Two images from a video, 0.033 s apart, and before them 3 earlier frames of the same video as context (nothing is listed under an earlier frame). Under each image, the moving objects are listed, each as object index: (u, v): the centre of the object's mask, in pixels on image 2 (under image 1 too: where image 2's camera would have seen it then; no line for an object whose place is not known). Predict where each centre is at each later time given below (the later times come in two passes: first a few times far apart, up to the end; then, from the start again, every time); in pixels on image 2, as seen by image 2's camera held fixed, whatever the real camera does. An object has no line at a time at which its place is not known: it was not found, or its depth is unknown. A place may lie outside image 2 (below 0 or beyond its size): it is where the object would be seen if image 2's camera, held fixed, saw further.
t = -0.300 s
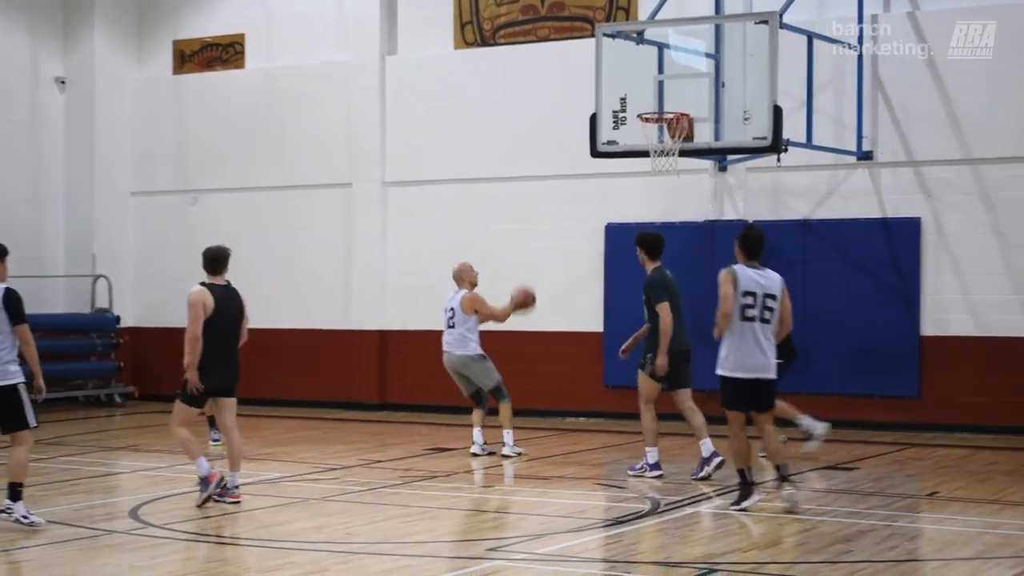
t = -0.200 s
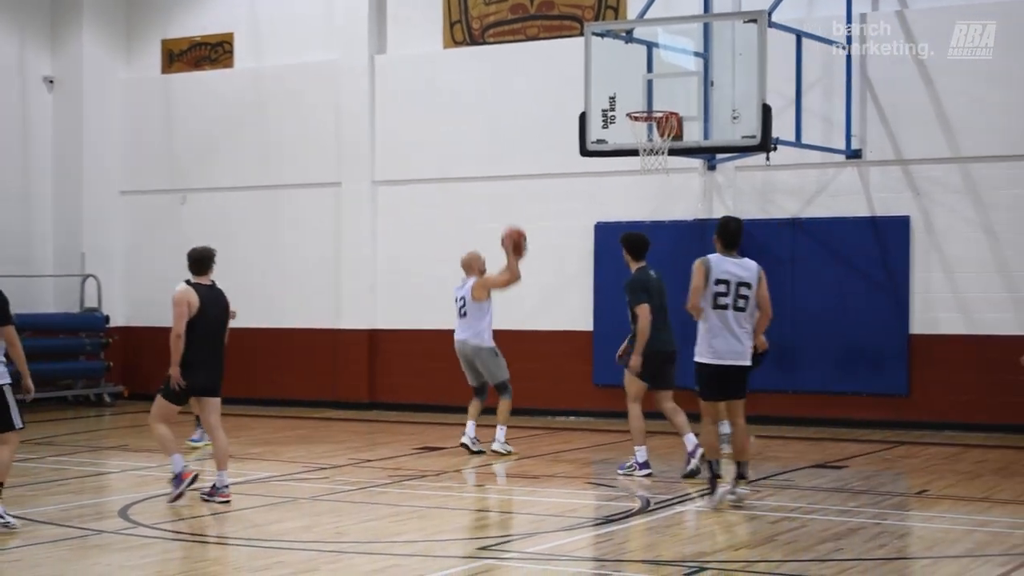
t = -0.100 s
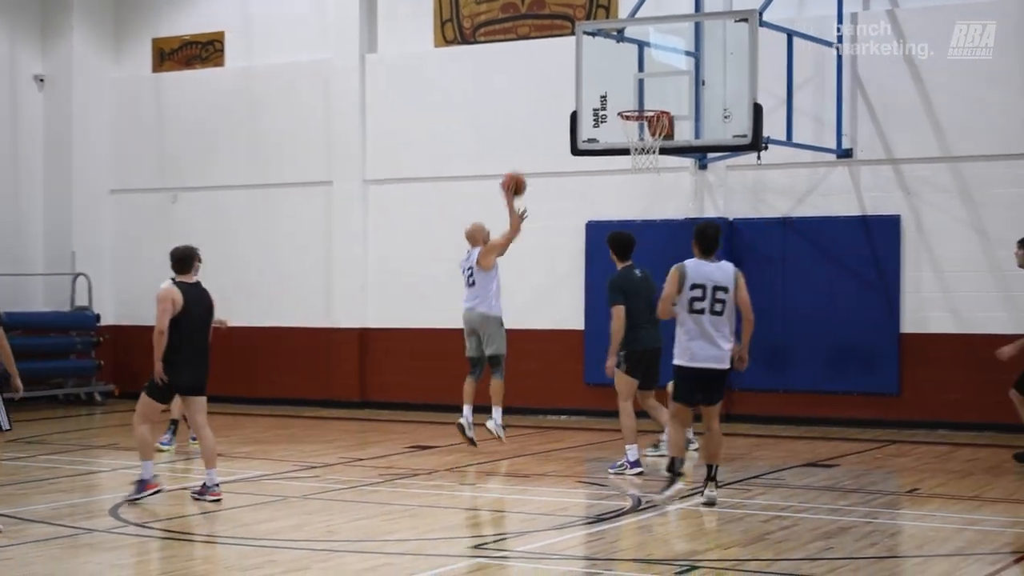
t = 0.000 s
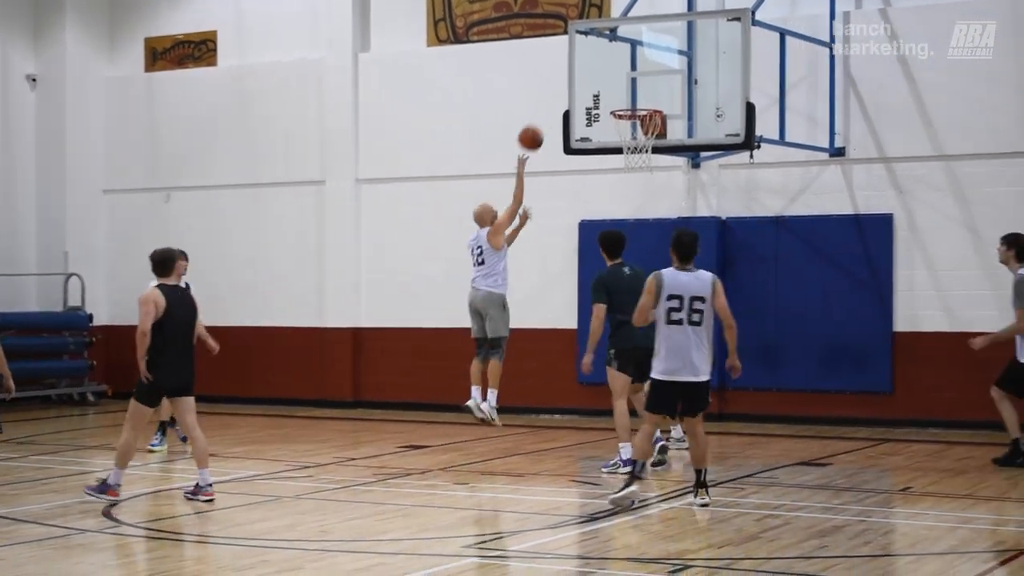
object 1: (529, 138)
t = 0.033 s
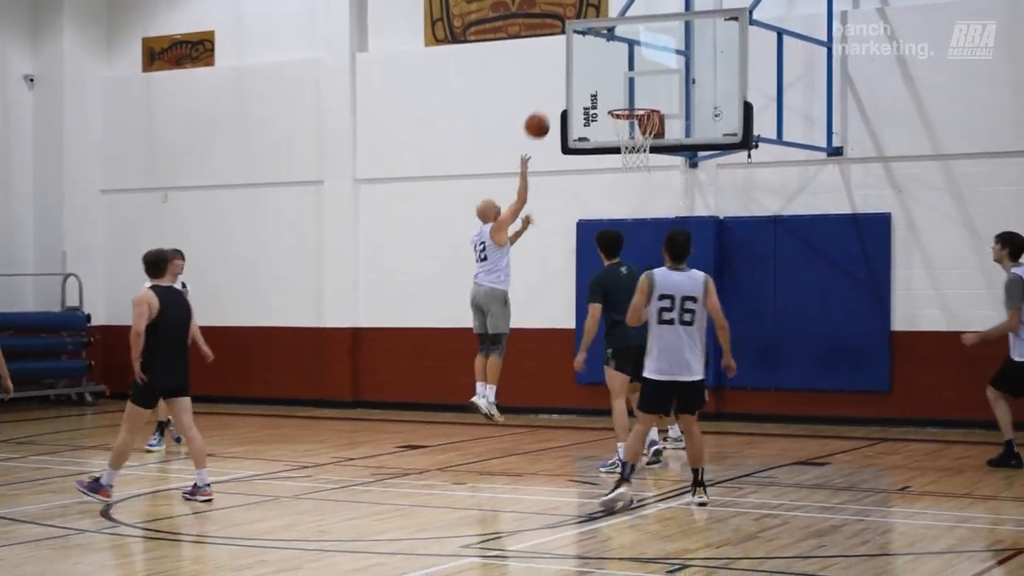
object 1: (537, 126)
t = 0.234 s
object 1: (588, 75)
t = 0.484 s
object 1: (621, 77)
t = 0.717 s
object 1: (640, 128)
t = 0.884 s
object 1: (655, 163)
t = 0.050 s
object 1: (541, 120)
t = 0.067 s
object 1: (546, 114)
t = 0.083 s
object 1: (550, 109)
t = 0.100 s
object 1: (554, 104)
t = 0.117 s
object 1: (558, 99)
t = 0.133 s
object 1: (562, 95)
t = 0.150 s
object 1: (567, 91)
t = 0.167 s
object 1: (571, 87)
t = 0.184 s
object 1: (576, 83)
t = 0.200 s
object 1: (580, 80)
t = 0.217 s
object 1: (584, 77)
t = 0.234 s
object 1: (588, 75)
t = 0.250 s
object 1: (593, 73)
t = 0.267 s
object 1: (597, 71)
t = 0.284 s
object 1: (601, 69)
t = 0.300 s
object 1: (605, 68)
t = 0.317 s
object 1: (609, 67)
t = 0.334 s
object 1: (613, 66)
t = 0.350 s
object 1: (617, 66)
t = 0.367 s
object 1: (617, 66)
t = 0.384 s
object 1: (618, 67)
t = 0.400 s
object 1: (618, 68)
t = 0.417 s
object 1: (618, 69)
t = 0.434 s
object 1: (619, 71)
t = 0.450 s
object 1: (620, 73)
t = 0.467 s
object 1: (620, 75)
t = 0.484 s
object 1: (621, 77)
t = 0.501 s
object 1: (621, 80)
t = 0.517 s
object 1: (621, 83)
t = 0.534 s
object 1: (622, 86)
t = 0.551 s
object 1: (623, 90)
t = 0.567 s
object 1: (623, 94)
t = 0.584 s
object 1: (624, 98)
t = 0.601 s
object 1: (624, 101)
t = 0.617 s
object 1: (624, 104)
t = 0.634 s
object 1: (627, 105)
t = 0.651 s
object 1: (630, 107)
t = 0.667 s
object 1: (633, 107)
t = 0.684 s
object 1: (636, 124)
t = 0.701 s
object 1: (639, 126)
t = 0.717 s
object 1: (640, 128)
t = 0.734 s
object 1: (645, 130)
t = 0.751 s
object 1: (647, 132)
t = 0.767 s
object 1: (651, 140)
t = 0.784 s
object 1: (650, 145)
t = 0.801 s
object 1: (651, 148)
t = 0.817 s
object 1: (652, 149)
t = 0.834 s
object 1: (652, 151)
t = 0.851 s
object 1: (653, 159)
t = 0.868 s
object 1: (654, 161)
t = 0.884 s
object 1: (655, 163)
